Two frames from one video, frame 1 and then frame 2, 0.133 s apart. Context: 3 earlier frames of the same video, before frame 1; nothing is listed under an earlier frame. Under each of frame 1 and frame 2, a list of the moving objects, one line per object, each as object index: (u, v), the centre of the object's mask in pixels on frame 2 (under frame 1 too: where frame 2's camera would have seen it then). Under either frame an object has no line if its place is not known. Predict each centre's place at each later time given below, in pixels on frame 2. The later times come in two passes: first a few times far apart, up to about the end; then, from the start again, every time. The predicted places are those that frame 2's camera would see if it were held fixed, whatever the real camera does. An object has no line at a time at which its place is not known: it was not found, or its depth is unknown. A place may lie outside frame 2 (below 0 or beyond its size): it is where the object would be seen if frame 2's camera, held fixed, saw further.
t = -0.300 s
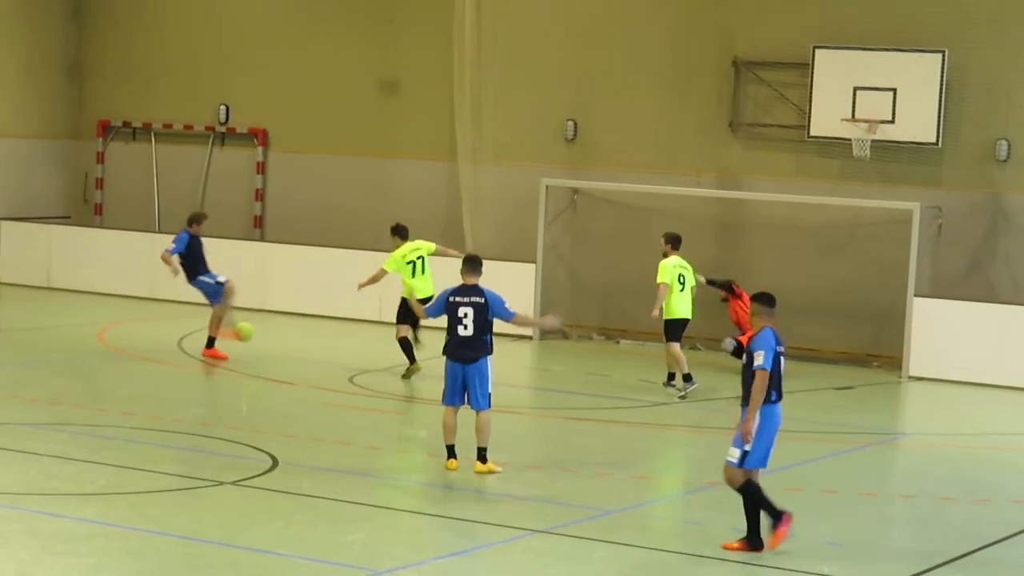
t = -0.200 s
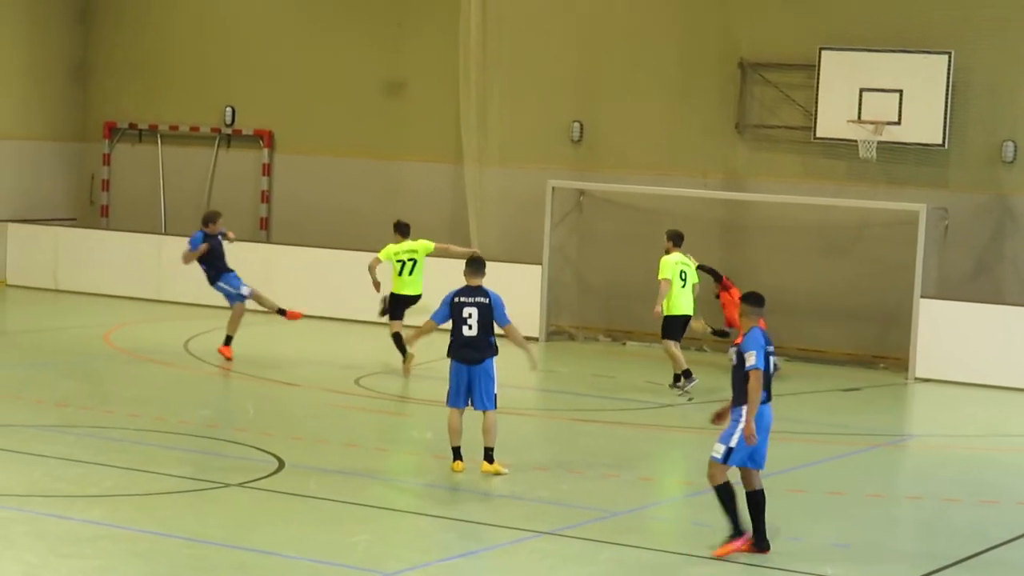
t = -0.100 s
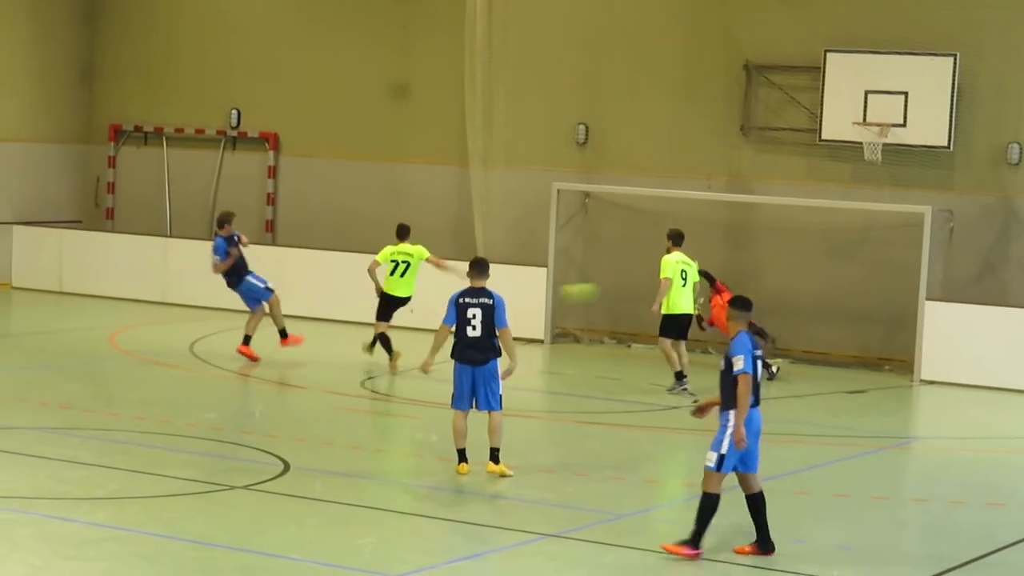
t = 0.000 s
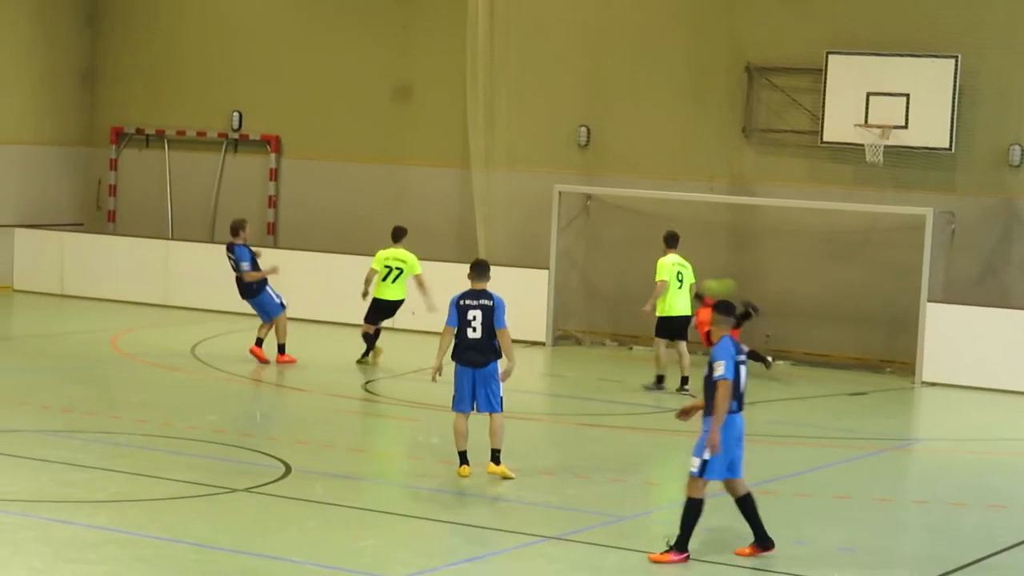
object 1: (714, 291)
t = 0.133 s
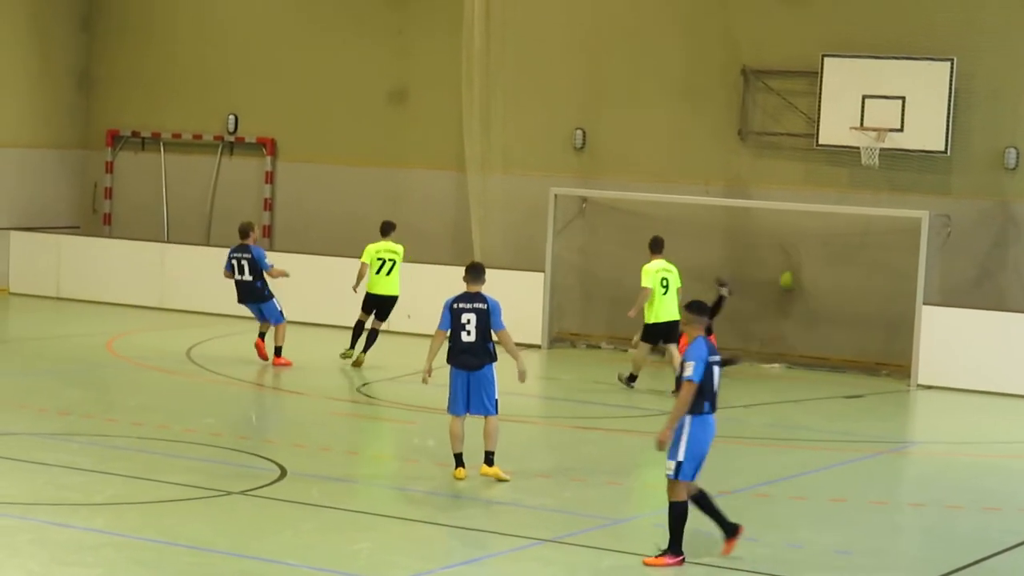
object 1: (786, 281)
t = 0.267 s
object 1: (811, 282)
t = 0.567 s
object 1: (840, 330)
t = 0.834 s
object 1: (844, 351)
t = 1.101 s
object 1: (834, 359)
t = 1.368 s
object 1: (825, 362)
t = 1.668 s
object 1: (816, 364)
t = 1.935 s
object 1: (808, 365)
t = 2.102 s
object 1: (803, 365)
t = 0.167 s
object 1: (793, 278)
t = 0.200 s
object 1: (800, 277)
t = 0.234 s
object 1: (806, 279)
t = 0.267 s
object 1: (811, 282)
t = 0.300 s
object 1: (816, 285)
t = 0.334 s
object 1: (821, 289)
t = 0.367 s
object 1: (824, 293)
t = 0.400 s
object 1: (828, 298)
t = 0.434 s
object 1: (831, 305)
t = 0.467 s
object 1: (834, 310)
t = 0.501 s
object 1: (836, 316)
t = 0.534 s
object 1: (837, 323)
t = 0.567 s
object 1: (840, 330)
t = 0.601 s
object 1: (842, 337)
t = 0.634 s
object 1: (843, 343)
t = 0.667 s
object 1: (844, 350)
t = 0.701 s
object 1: (846, 357)
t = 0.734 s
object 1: (846, 356)
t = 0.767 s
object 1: (845, 354)
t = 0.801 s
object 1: (844, 352)
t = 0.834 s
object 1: (844, 351)
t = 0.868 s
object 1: (842, 351)
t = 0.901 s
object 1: (841, 353)
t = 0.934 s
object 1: (840, 354)
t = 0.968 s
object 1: (839, 356)
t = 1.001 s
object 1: (837, 360)
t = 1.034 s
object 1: (836, 362)
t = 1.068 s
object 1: (835, 360)
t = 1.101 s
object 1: (834, 359)
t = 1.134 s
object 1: (833, 359)
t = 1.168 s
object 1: (832, 360)
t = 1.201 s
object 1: (830, 361)
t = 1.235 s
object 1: (829, 363)
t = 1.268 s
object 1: (828, 362)
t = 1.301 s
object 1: (827, 361)
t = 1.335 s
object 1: (826, 361)
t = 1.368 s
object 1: (825, 362)
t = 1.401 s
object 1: (824, 363)
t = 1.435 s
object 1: (823, 363)
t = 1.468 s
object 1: (822, 362)
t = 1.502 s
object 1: (821, 362)
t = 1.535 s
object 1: (820, 364)
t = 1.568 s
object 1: (819, 363)
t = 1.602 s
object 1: (818, 363)
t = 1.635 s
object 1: (817, 364)
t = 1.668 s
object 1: (816, 364)
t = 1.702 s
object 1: (815, 364)
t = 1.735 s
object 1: (814, 364)
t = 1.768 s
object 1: (813, 364)
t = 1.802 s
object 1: (812, 364)
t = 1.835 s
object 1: (811, 364)
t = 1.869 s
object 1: (810, 365)
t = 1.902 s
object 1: (809, 365)
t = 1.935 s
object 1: (808, 365)
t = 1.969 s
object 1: (807, 365)
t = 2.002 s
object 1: (806, 365)
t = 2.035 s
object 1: (805, 365)
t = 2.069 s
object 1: (804, 365)
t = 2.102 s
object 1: (803, 365)
